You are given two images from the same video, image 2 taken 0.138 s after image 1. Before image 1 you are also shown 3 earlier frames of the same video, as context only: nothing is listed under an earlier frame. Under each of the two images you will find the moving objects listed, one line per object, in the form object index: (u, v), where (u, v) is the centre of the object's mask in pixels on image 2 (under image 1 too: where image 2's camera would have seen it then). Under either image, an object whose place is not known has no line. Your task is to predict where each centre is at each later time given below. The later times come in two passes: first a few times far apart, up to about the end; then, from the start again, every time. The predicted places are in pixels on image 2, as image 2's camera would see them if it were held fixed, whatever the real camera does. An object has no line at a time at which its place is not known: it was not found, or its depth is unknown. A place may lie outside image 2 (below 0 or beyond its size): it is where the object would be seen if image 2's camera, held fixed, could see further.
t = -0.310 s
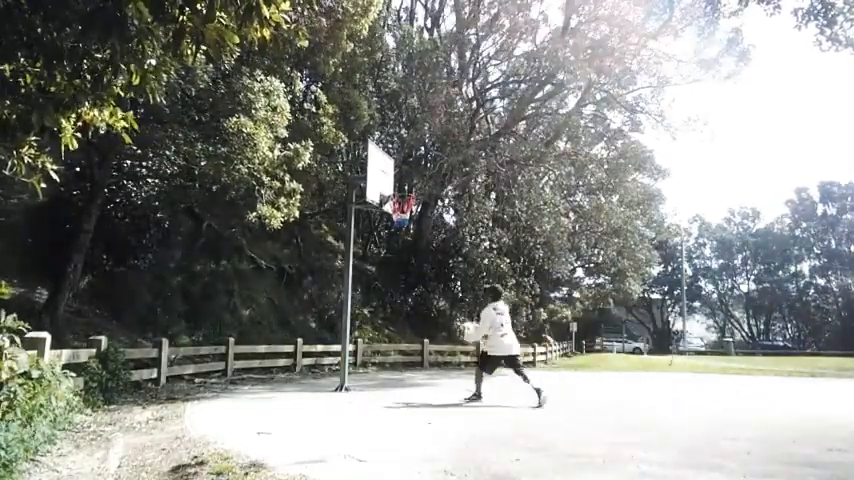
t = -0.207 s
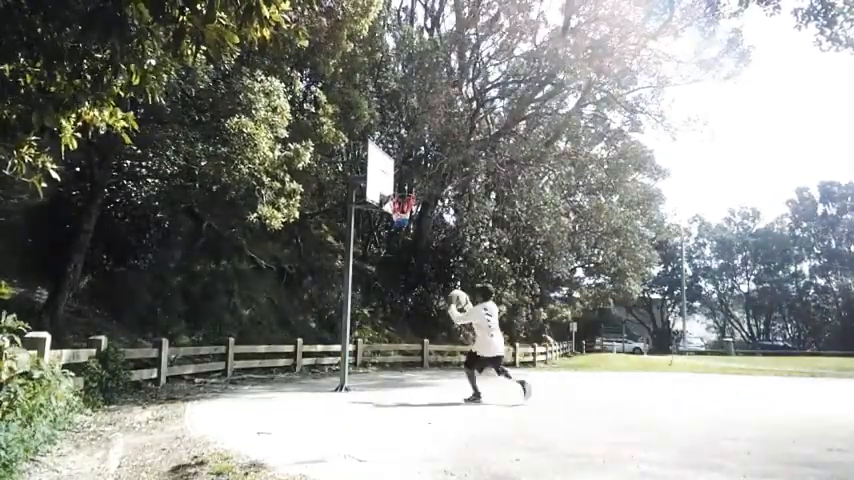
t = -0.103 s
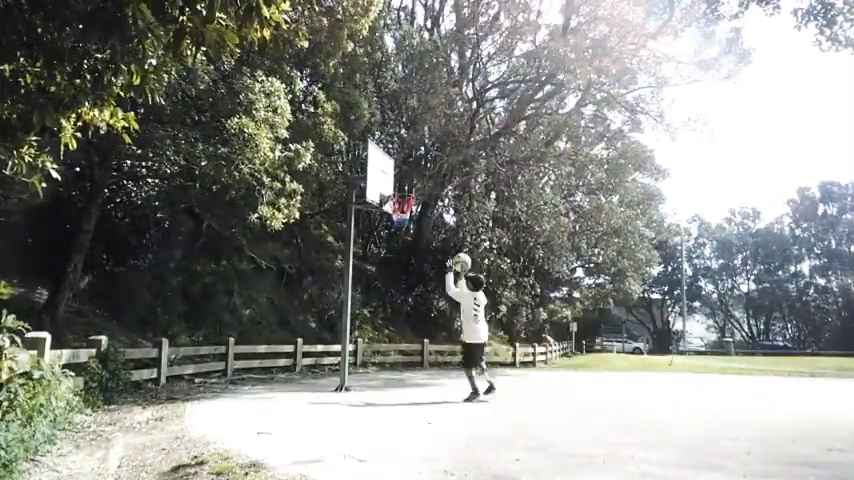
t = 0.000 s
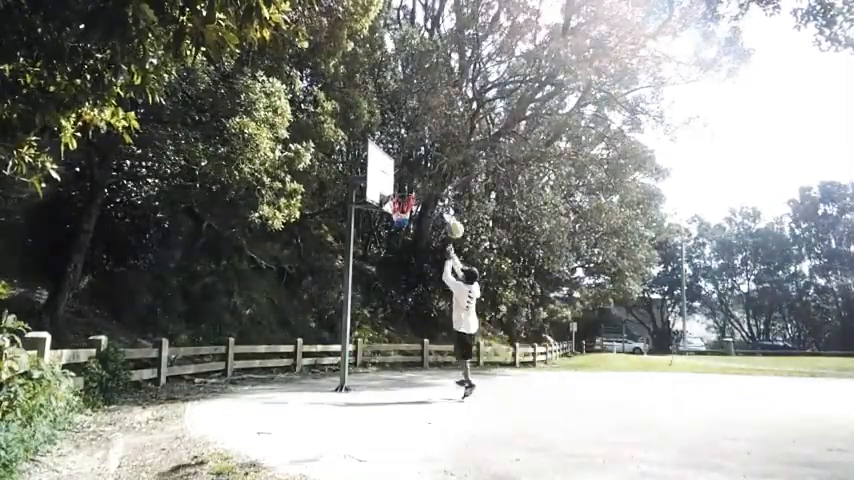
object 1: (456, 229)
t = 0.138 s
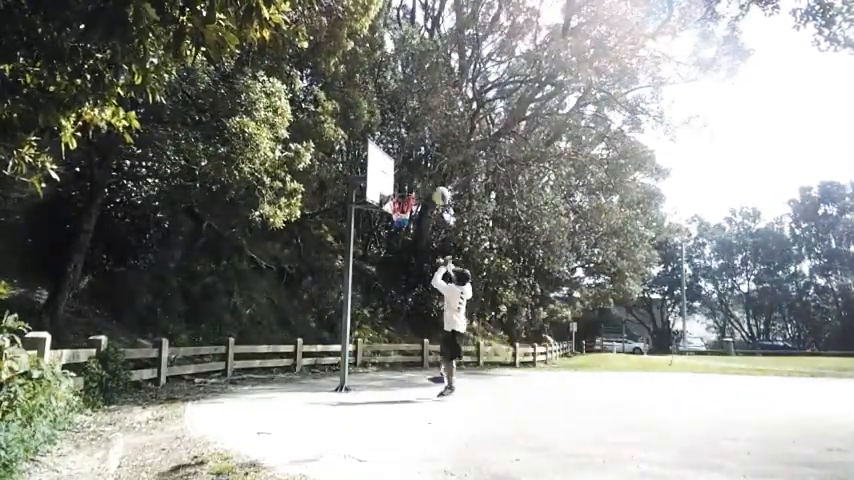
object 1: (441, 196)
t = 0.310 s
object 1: (425, 172)
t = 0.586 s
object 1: (402, 174)
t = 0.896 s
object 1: (404, 175)
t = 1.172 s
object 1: (422, 193)
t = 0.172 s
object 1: (438, 189)
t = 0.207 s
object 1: (435, 183)
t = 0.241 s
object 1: (431, 179)
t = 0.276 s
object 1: (428, 175)
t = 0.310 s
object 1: (425, 172)
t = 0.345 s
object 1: (422, 169)
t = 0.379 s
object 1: (419, 168)
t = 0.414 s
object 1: (416, 167)
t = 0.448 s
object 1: (413, 167)
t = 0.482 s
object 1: (410, 168)
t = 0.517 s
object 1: (408, 169)
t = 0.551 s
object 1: (404, 171)
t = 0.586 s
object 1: (402, 174)
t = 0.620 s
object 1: (400, 177)
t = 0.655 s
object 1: (397, 181)
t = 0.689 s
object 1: (394, 186)
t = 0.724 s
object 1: (393, 187)
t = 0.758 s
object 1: (395, 184)
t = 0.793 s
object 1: (398, 181)
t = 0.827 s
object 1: (400, 178)
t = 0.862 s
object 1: (402, 177)
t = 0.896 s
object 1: (404, 175)
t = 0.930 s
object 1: (406, 175)
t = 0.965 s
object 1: (409, 176)
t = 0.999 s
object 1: (411, 177)
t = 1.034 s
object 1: (413, 179)
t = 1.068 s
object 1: (416, 181)
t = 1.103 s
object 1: (418, 184)
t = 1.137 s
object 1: (420, 188)
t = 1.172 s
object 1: (422, 193)
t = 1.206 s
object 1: (424, 198)
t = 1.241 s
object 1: (427, 204)
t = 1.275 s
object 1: (429, 211)
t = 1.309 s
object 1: (431, 218)
